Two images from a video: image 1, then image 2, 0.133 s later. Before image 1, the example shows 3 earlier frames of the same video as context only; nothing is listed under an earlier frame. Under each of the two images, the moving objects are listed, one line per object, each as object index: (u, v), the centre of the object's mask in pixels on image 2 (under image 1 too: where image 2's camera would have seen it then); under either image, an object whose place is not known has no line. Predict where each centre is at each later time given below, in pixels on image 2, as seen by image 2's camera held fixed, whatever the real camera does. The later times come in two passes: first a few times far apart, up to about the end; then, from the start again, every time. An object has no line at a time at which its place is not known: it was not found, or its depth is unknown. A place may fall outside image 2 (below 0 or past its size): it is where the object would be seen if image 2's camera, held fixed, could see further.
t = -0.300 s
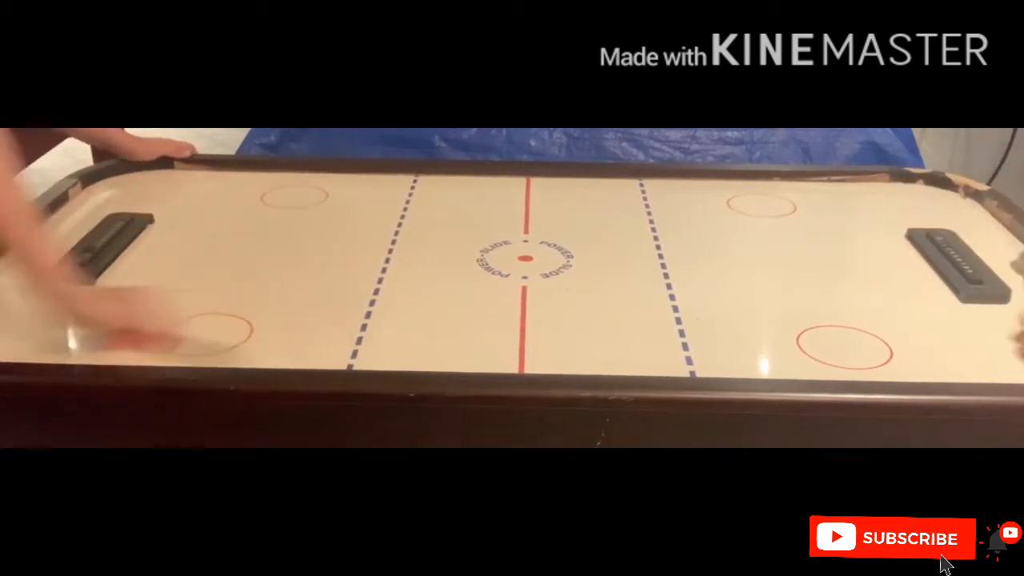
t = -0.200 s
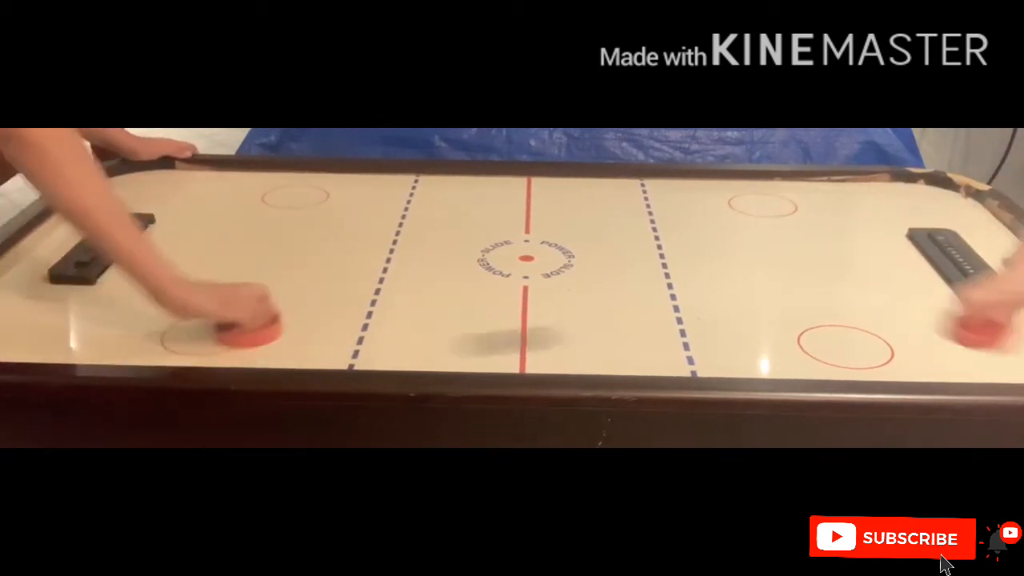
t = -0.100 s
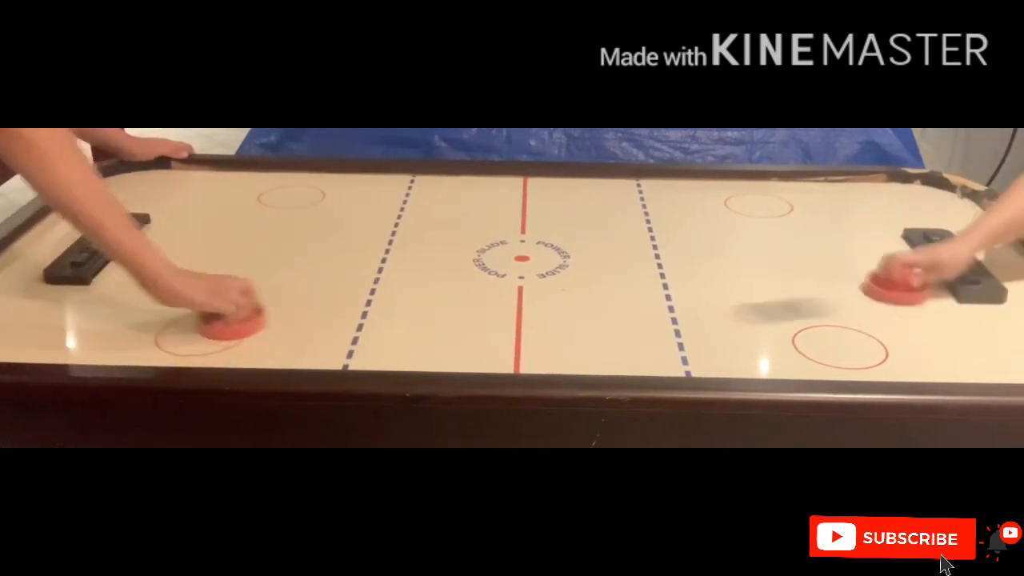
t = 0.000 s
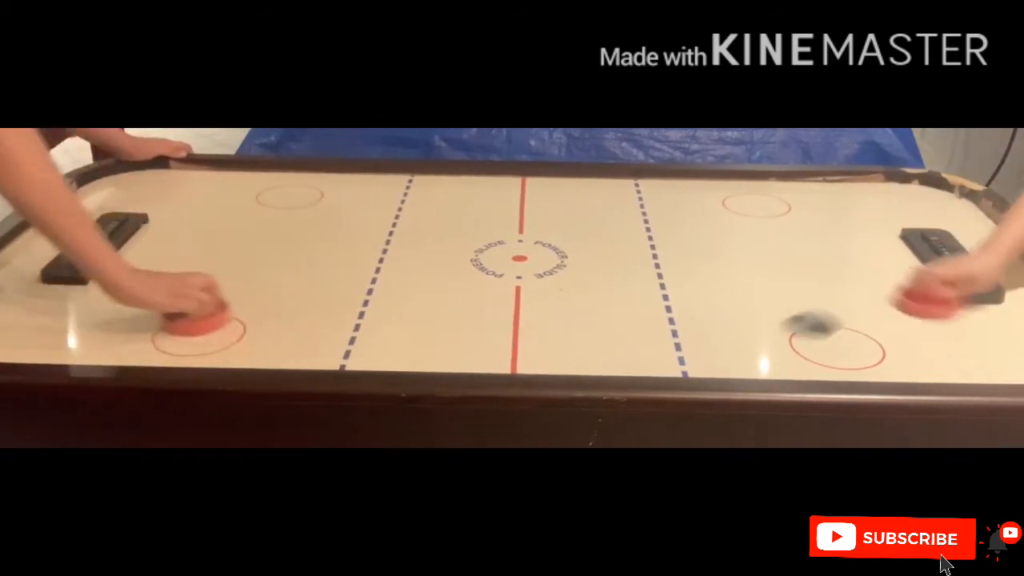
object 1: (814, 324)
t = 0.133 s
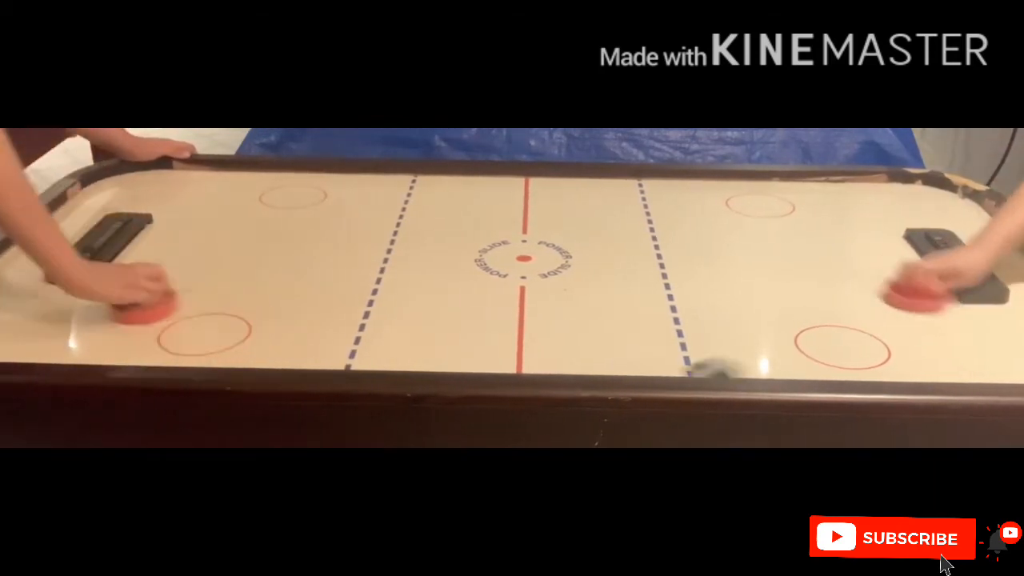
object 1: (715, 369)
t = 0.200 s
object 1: (661, 363)
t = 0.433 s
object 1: (525, 310)
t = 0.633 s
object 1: (430, 273)
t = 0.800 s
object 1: (367, 247)
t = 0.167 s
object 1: (685, 368)
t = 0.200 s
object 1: (661, 363)
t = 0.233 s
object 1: (640, 355)
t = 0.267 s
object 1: (619, 347)
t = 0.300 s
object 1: (599, 340)
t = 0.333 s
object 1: (579, 332)
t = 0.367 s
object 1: (560, 324)
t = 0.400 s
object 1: (545, 317)
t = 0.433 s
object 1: (525, 310)
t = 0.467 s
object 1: (507, 303)
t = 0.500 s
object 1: (491, 297)
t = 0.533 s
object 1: (474, 291)
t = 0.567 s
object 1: (459, 285)
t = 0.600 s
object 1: (444, 279)
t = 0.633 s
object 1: (430, 273)
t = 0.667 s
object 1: (416, 268)
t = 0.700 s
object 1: (404, 262)
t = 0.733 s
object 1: (391, 257)
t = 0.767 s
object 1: (380, 252)
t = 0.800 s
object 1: (367, 247)
